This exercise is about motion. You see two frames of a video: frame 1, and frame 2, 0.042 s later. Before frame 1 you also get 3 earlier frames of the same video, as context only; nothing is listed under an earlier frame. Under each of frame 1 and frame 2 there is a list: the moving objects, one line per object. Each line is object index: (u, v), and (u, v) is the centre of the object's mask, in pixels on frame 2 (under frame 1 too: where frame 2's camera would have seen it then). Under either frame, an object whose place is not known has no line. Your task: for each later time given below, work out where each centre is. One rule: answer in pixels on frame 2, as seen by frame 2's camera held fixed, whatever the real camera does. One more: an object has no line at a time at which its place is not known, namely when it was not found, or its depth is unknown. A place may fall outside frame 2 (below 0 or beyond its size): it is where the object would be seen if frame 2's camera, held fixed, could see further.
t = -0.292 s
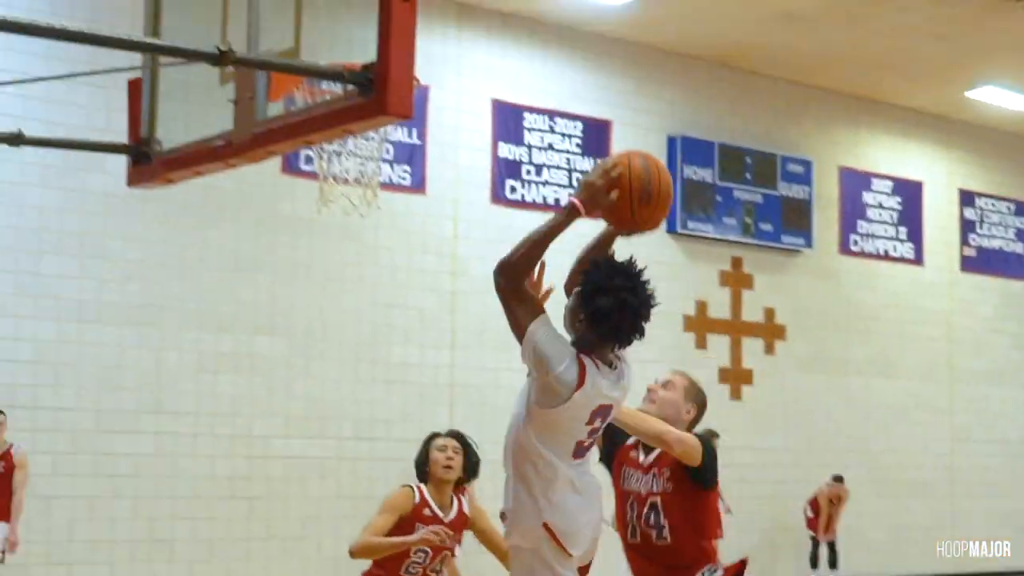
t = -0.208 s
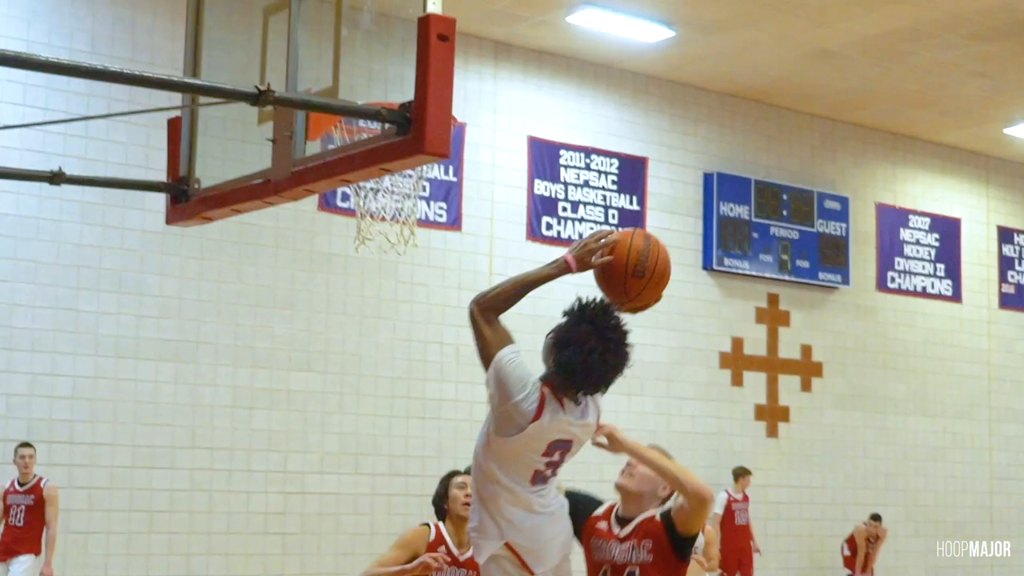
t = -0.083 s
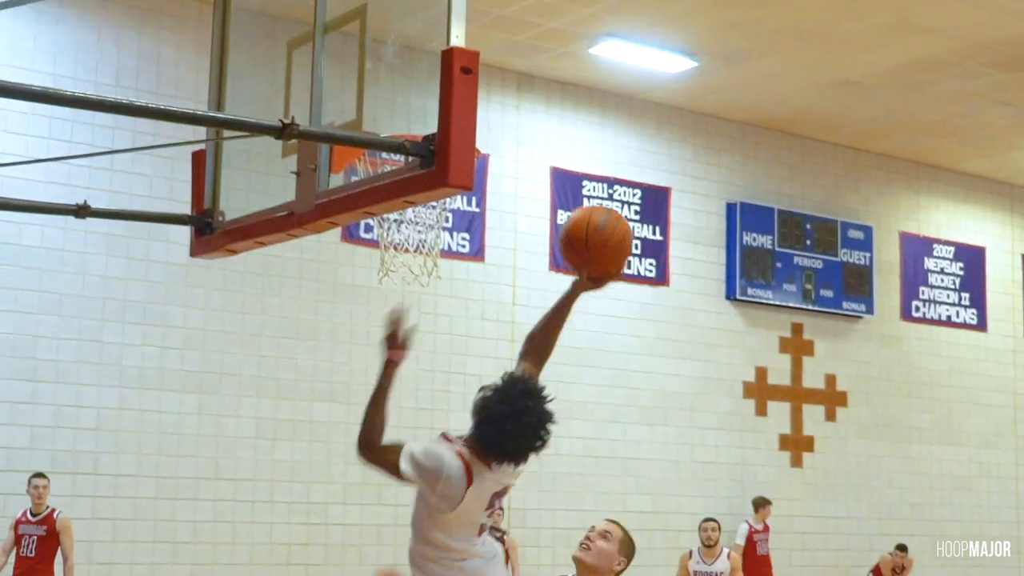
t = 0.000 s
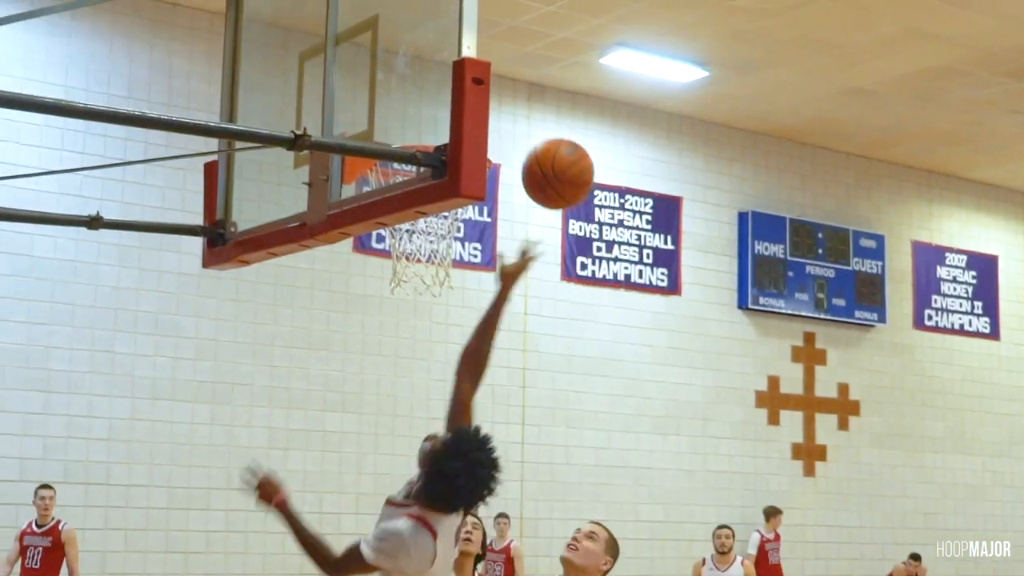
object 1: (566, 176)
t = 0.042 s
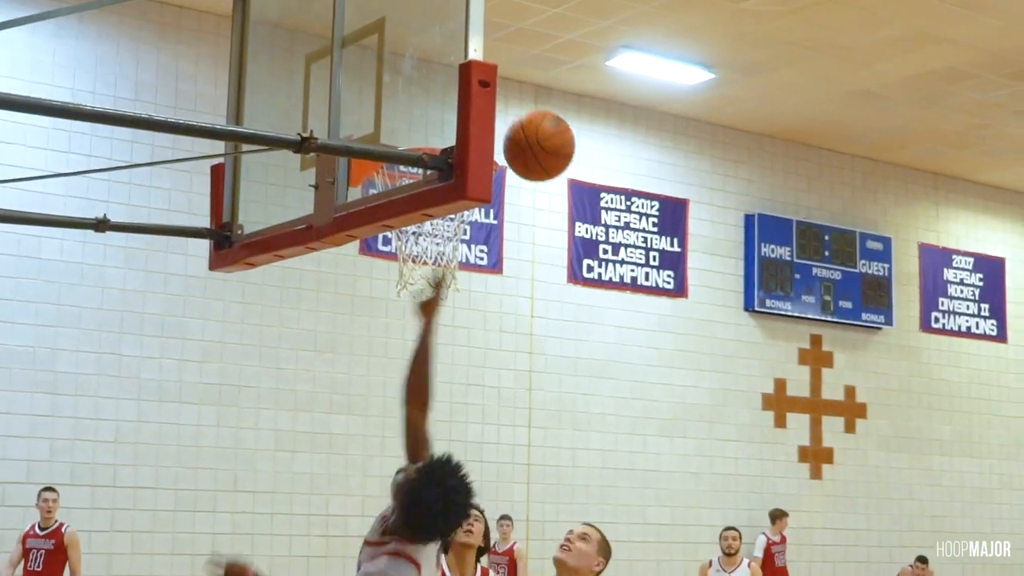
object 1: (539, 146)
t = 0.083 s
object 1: (518, 120)
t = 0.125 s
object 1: (506, 101)
